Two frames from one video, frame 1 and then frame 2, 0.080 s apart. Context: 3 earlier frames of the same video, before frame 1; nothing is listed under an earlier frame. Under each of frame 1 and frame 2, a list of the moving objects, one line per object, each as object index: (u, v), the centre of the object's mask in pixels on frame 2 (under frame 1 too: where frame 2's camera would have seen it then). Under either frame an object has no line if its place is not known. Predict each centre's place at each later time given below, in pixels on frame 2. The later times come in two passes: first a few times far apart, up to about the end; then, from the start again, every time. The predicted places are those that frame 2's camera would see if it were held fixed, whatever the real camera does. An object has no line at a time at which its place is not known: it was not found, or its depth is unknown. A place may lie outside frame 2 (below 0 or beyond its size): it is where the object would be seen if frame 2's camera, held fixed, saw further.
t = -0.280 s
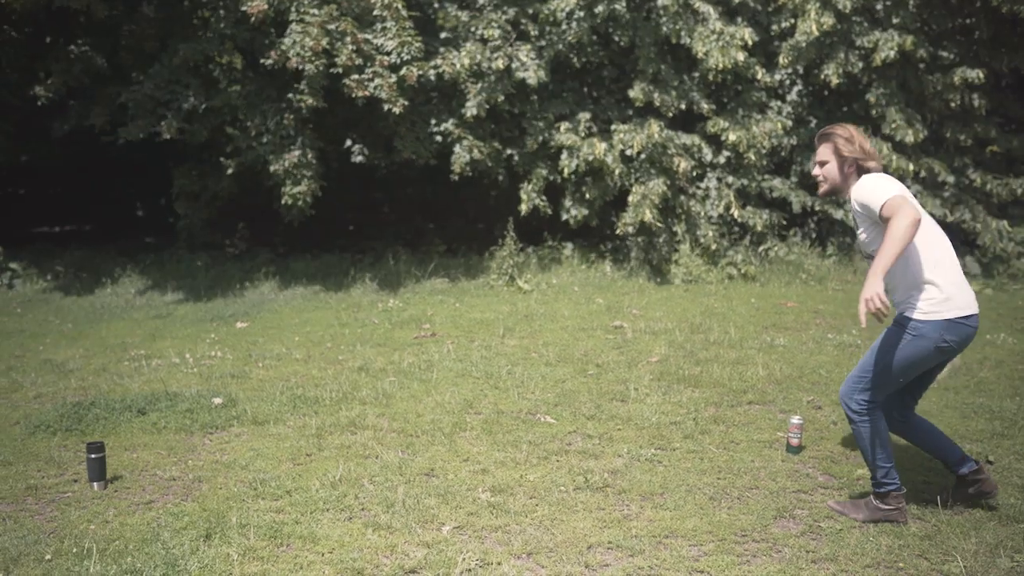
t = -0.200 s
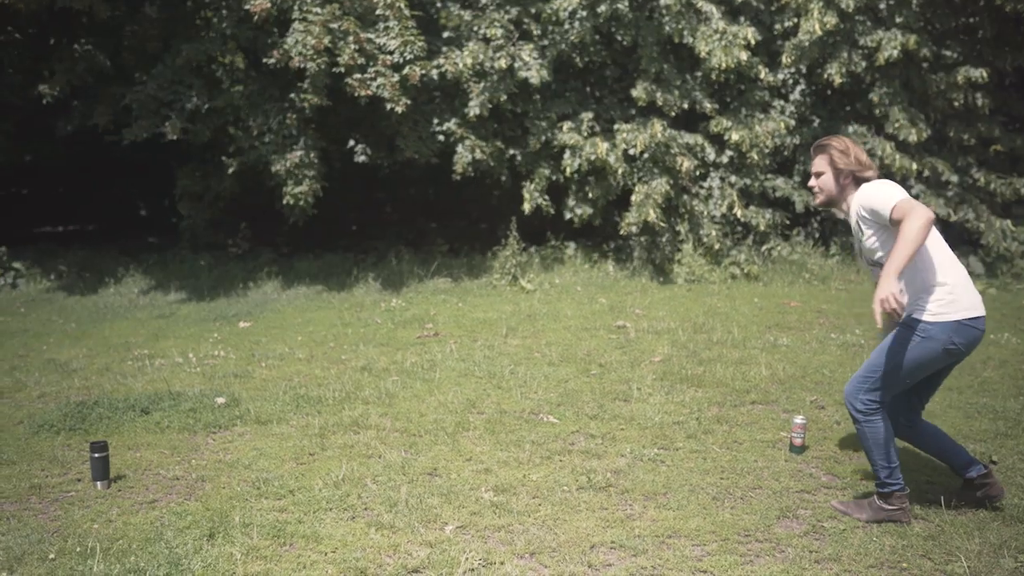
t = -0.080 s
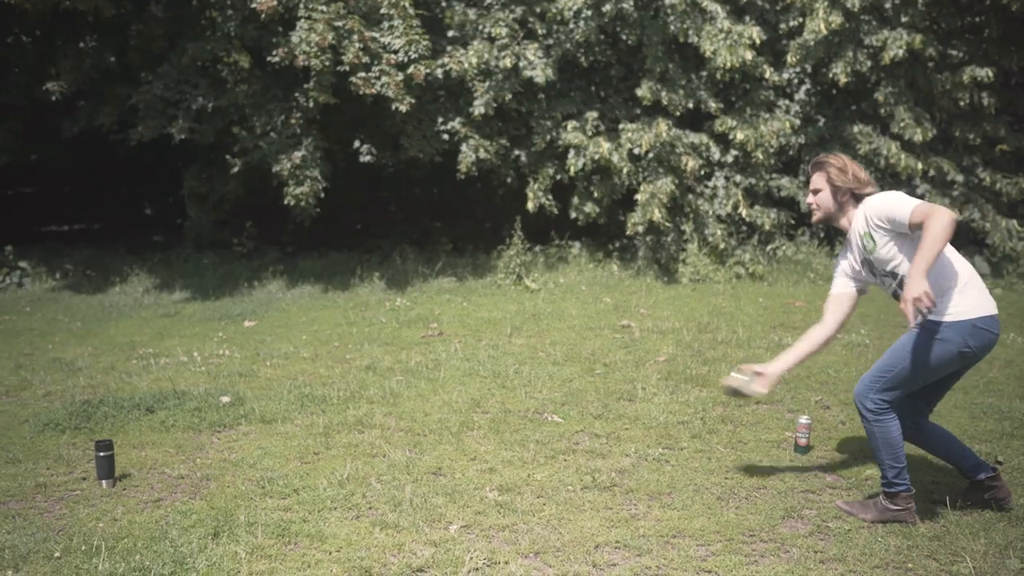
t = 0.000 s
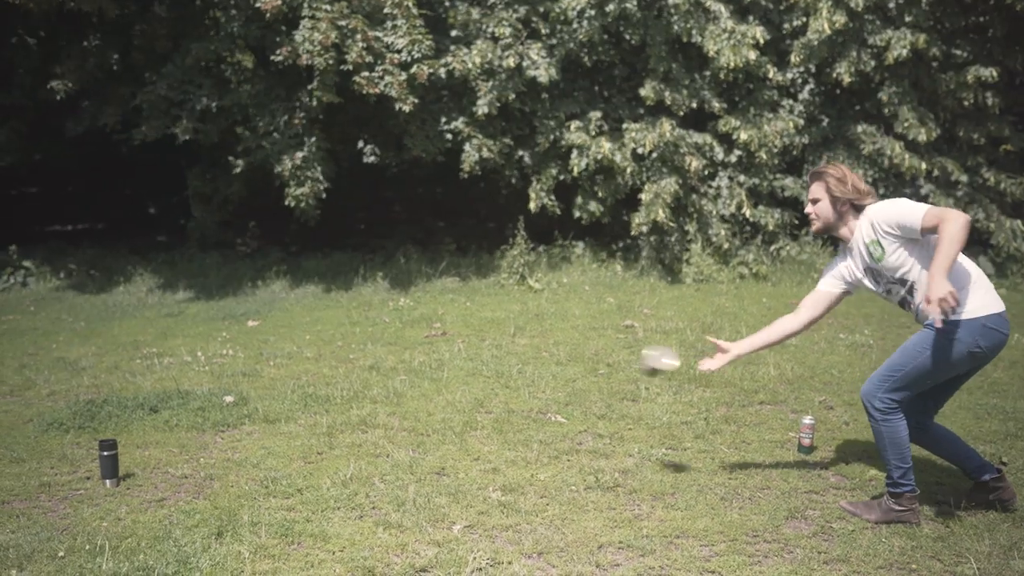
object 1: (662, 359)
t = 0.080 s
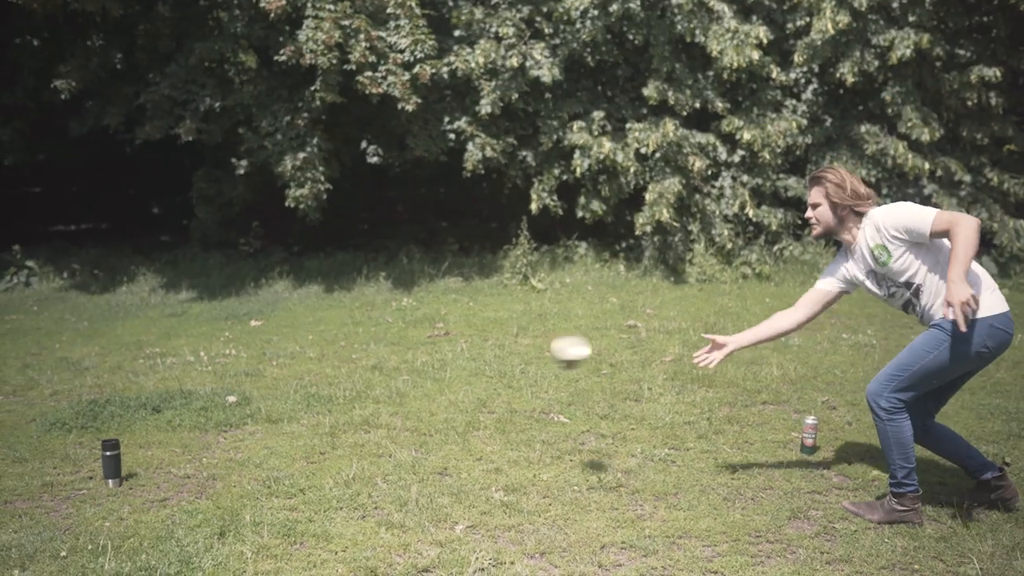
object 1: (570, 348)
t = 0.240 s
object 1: (385, 380)
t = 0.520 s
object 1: (117, 482)
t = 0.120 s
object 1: (524, 350)
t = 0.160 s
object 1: (478, 356)
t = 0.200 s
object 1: (431, 365)
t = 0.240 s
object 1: (385, 380)
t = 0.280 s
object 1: (339, 398)
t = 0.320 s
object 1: (295, 421)
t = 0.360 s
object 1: (253, 449)
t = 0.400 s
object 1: (210, 481)
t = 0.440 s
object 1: (176, 487)
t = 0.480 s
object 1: (143, 484)
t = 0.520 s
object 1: (117, 482)
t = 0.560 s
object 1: (85, 482)
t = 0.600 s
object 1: (55, 487)
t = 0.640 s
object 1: (32, 489)
